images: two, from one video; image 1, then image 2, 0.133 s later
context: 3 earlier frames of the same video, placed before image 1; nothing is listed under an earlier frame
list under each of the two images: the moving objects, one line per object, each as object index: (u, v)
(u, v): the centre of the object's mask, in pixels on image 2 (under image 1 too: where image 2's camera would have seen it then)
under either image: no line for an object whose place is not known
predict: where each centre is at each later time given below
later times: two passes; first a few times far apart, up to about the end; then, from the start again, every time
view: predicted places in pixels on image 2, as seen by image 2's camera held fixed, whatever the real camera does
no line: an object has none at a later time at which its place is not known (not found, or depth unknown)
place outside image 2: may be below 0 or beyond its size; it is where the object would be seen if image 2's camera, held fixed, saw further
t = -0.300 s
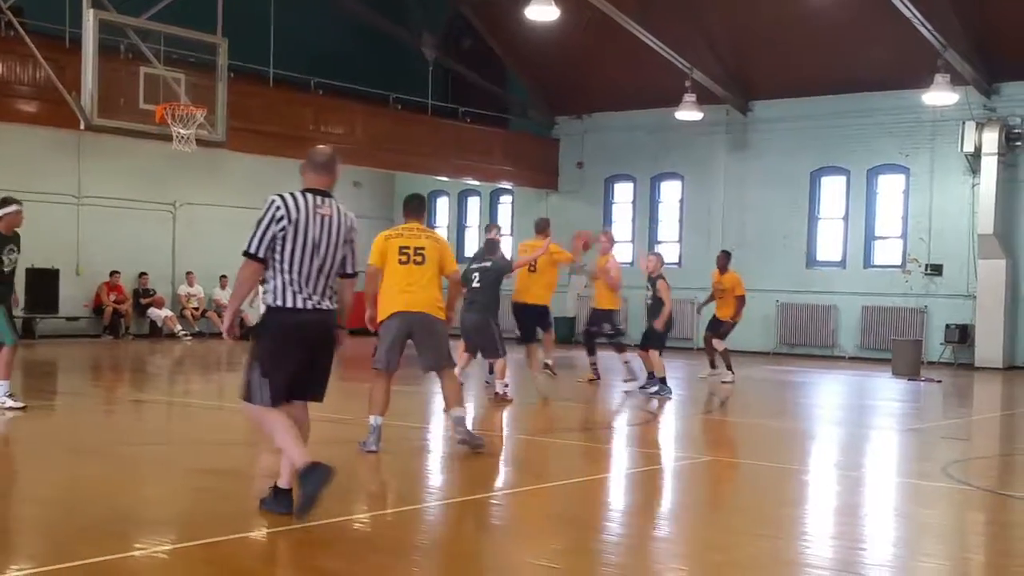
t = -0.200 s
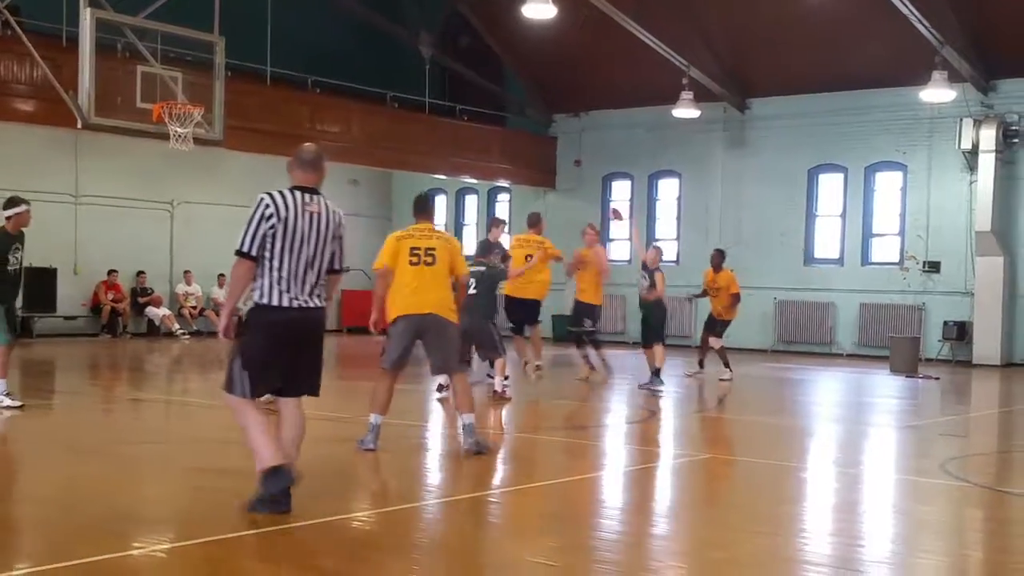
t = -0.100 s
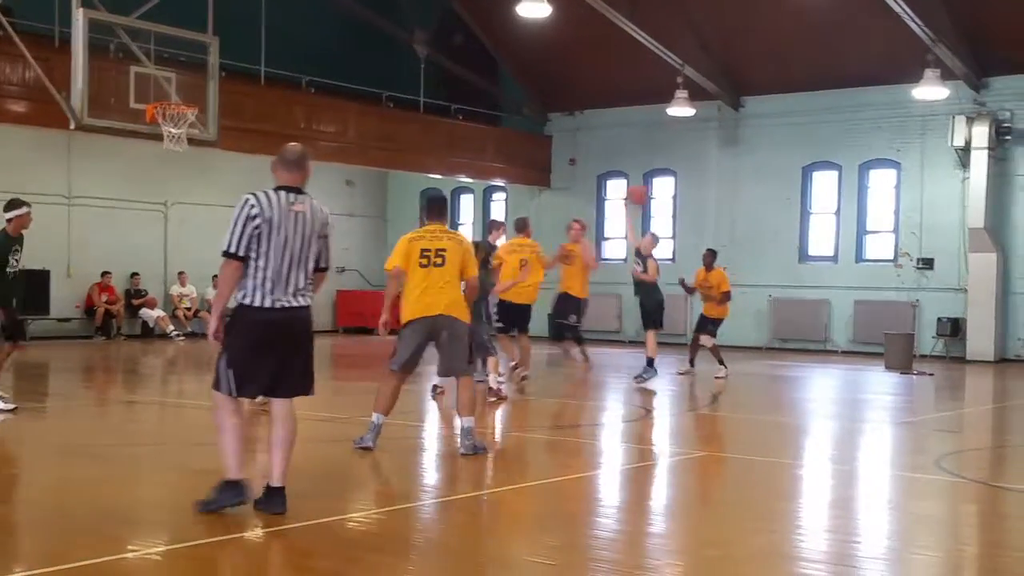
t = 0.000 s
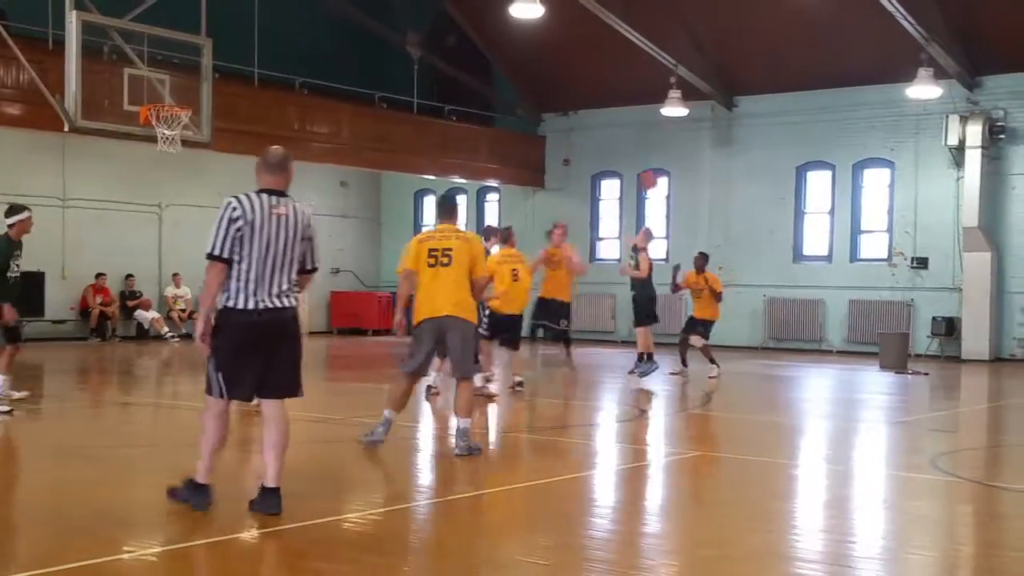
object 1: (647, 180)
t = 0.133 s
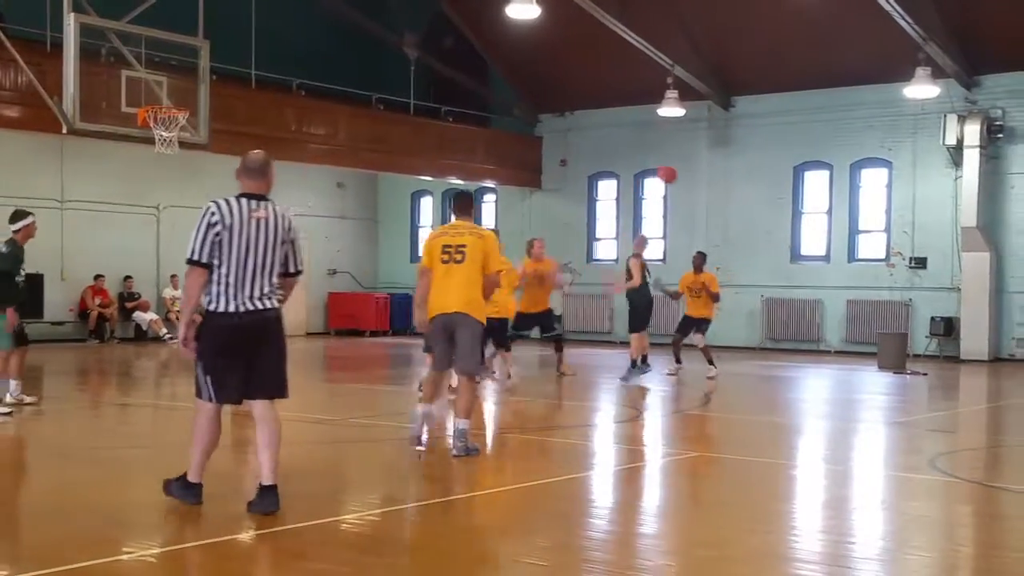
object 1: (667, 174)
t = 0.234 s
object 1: (680, 178)
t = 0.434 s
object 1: (711, 212)
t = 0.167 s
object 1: (673, 175)
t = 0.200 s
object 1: (675, 176)
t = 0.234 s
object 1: (680, 178)
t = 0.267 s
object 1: (685, 182)
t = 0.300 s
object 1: (691, 186)
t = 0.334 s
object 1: (697, 191)
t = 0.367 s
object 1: (702, 197)
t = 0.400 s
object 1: (707, 204)
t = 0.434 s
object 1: (711, 212)
